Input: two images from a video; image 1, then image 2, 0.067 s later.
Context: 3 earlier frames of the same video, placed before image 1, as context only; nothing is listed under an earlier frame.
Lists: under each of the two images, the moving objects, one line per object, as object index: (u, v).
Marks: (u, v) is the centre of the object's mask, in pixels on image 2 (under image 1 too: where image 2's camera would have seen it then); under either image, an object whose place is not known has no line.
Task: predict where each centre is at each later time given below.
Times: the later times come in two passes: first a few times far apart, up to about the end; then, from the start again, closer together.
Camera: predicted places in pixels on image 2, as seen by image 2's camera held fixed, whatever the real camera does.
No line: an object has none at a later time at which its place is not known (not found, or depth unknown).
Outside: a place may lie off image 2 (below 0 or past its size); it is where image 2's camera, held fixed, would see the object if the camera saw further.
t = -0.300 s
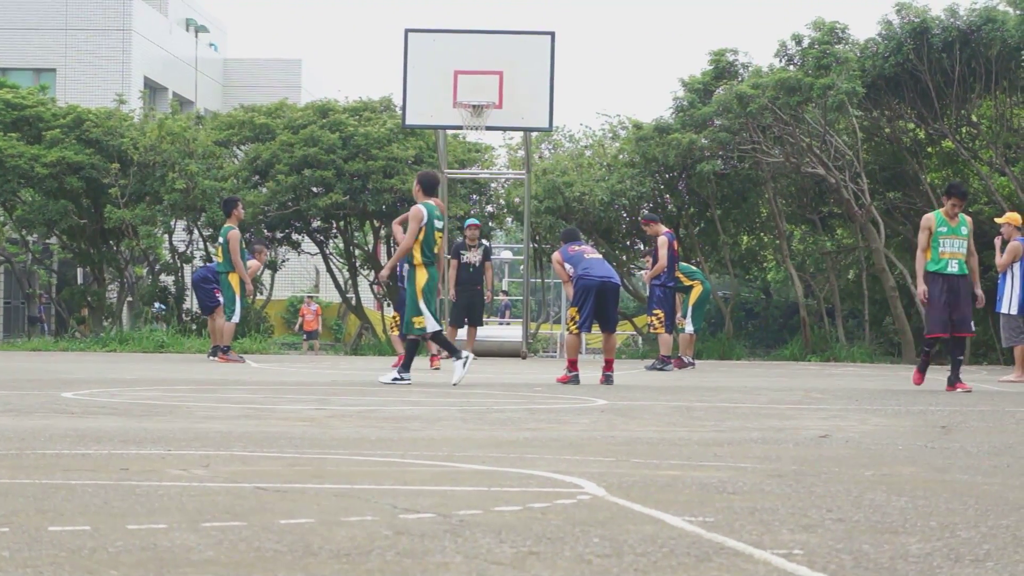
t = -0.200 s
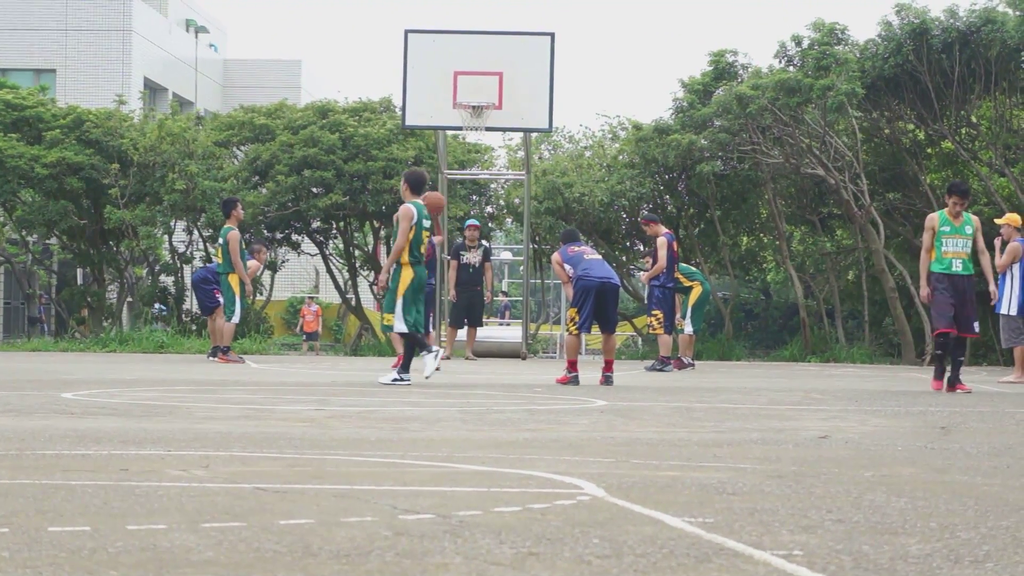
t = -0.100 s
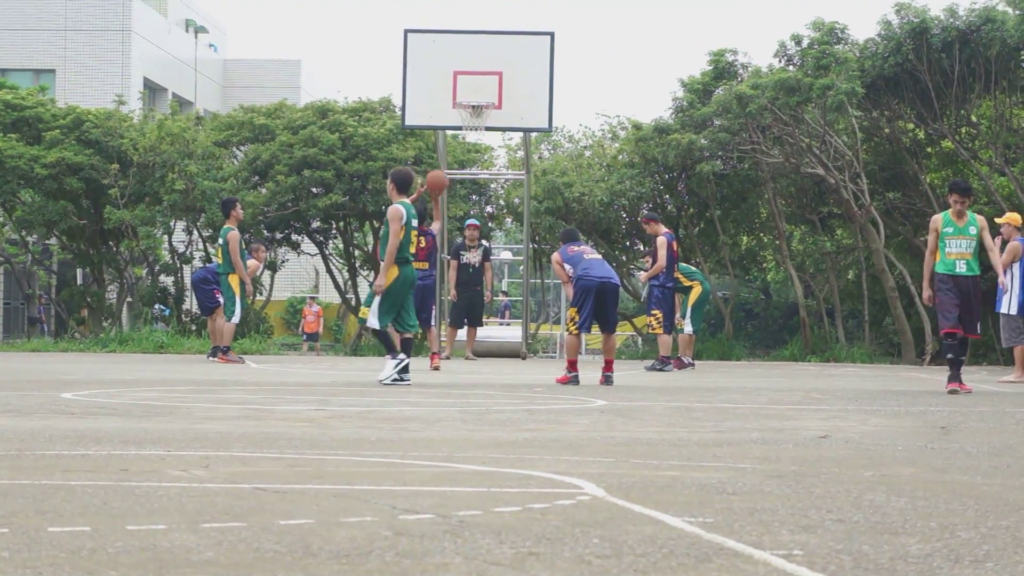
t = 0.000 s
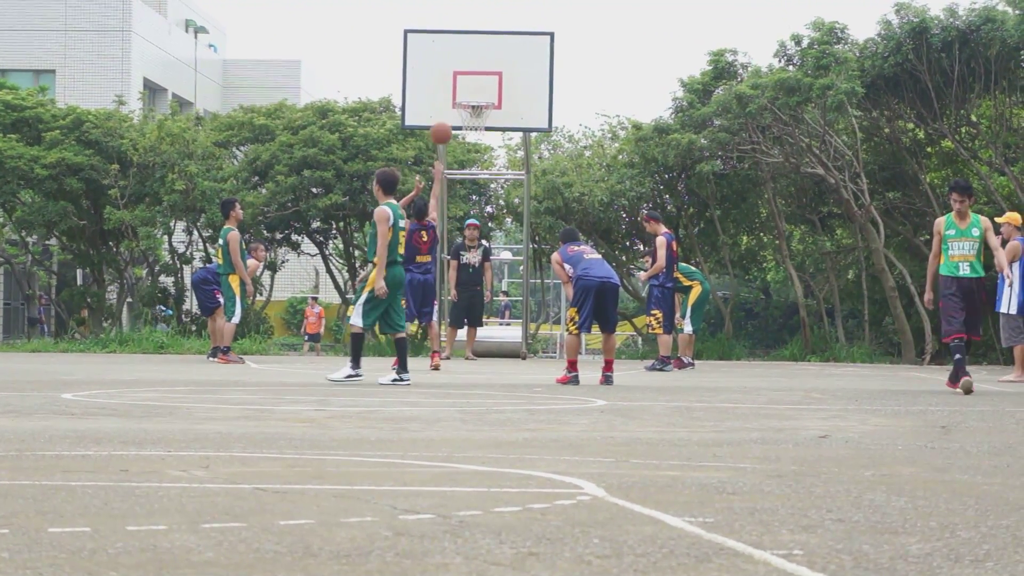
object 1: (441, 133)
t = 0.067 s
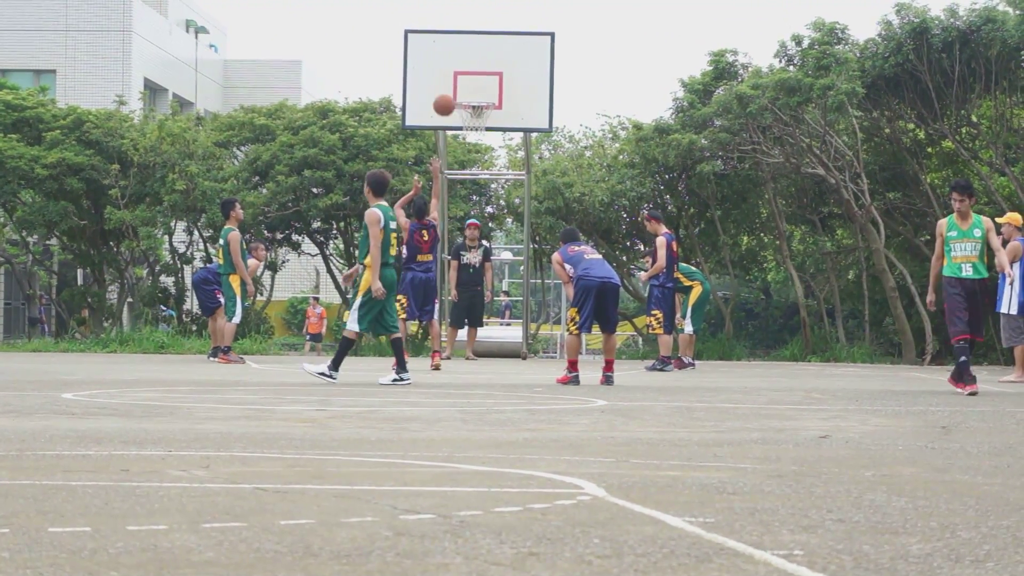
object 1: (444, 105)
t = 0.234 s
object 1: (450, 55)
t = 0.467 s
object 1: (457, 29)
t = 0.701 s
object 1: (464, 50)
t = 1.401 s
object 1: (464, 128)
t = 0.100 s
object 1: (445, 92)
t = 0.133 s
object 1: (446, 81)
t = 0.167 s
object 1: (448, 71)
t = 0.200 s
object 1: (449, 62)
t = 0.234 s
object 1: (450, 55)
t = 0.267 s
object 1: (451, 47)
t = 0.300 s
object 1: (452, 42)
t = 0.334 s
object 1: (453, 38)
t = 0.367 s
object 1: (455, 34)
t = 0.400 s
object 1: (455, 31)
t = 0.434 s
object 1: (456, 30)
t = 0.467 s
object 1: (457, 29)
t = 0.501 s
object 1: (458, 29)
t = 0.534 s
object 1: (459, 30)
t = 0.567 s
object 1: (460, 33)
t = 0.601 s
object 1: (461, 36)
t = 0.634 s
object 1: (462, 40)
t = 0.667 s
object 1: (463, 44)
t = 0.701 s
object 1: (464, 50)
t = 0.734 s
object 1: (465, 57)
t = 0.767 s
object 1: (465, 65)
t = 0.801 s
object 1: (466, 73)
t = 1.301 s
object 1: (461, 119)
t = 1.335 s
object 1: (462, 121)
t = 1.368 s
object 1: (462, 124)
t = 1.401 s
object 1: (464, 128)
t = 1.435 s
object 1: (466, 131)
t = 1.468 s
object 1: (468, 134)
